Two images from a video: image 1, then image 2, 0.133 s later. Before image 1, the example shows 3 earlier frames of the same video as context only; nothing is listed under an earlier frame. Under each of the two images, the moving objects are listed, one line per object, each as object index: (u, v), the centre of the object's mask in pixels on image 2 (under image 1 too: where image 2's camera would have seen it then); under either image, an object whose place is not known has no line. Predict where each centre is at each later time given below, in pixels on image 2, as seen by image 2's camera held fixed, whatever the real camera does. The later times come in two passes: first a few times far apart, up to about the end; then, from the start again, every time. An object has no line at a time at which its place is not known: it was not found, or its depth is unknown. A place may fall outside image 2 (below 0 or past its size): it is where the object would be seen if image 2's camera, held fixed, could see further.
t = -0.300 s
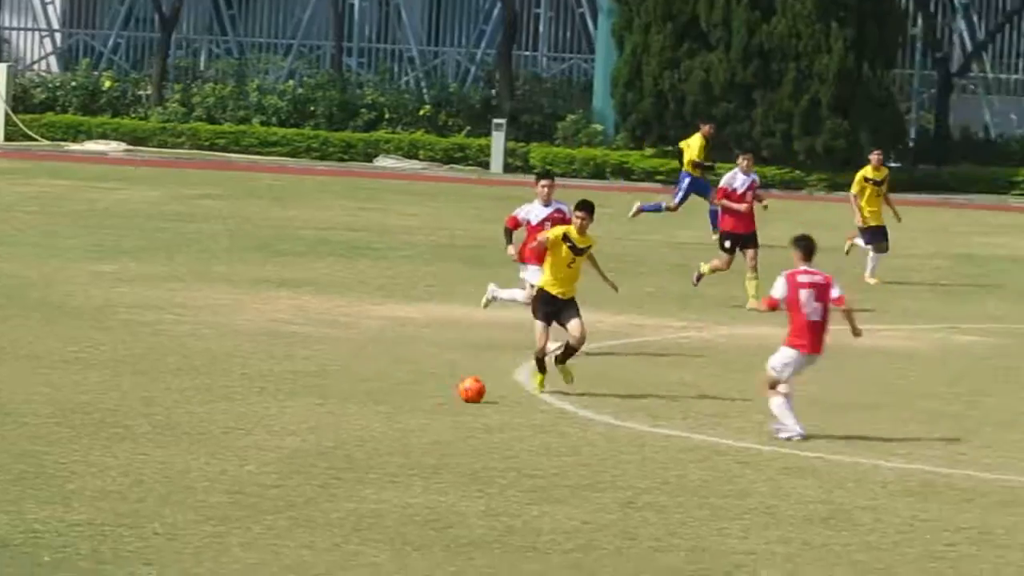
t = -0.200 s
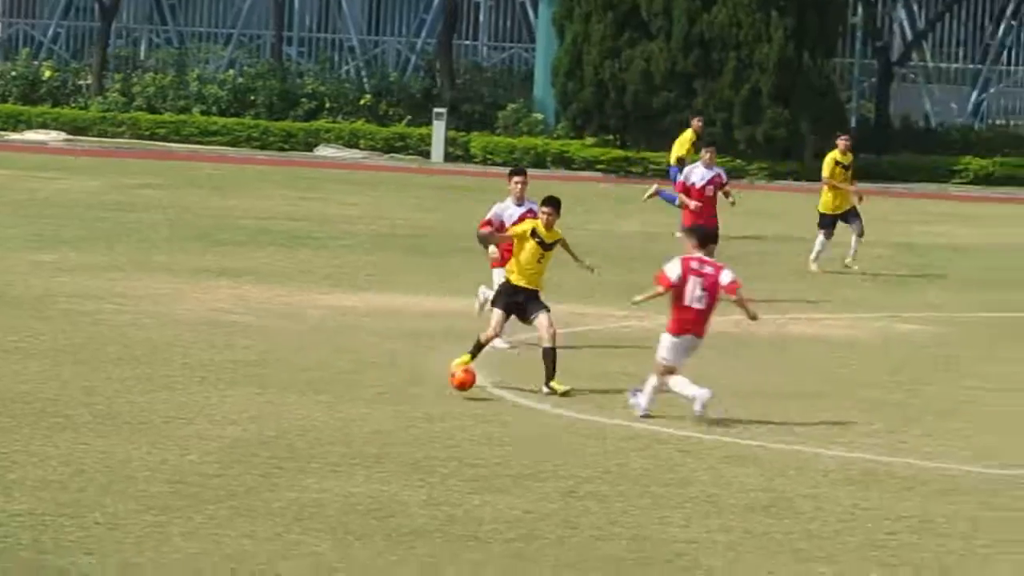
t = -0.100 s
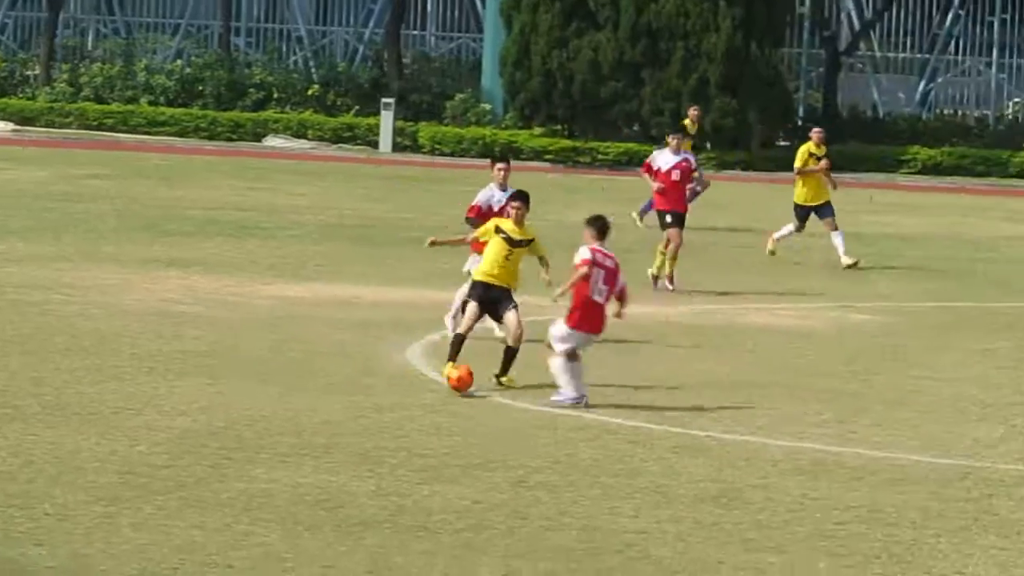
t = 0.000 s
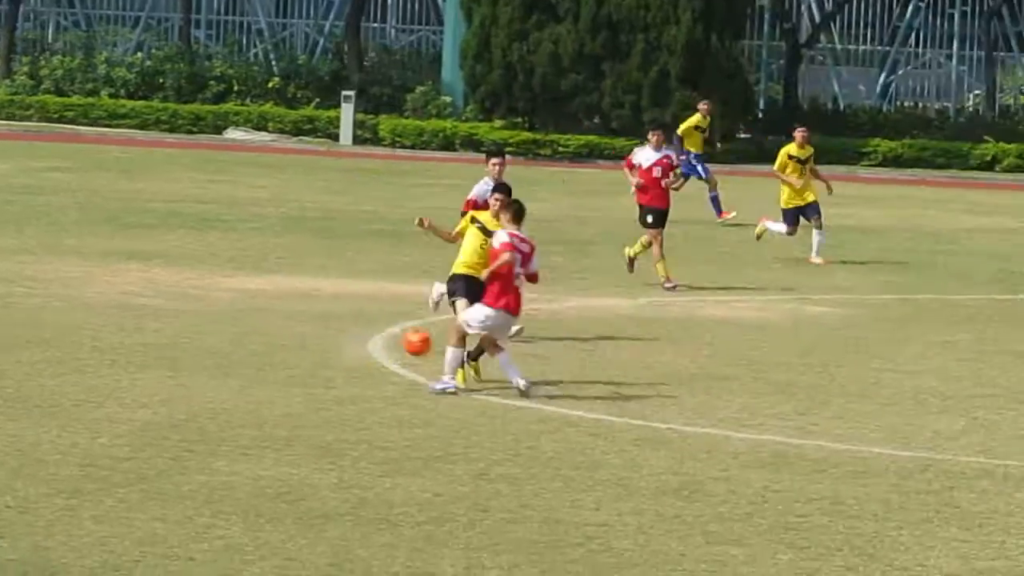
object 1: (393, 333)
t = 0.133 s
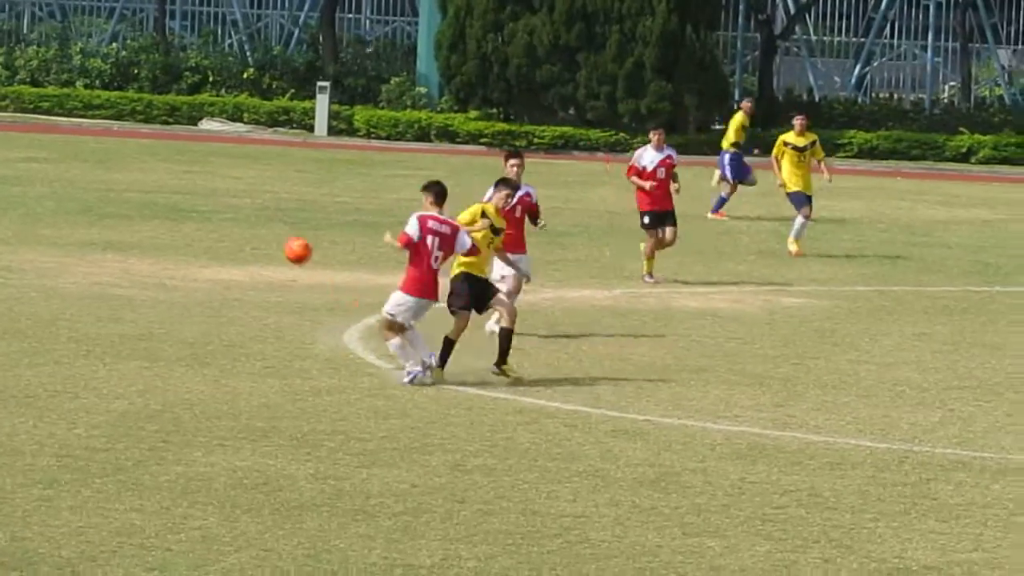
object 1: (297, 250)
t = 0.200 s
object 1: (251, 218)
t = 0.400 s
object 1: (117, 152)
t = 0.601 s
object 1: (-15, 127)
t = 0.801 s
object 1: (-144, 145)
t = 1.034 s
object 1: (-299, 225)
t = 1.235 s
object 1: (-403, 274)
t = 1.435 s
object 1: (-429, 202)
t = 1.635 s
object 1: (-457, 177)
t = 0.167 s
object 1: (275, 234)
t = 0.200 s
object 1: (251, 218)
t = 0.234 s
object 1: (229, 204)
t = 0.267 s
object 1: (206, 191)
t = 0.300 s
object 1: (183, 179)
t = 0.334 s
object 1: (162, 169)
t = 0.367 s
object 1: (139, 159)
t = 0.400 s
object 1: (117, 152)
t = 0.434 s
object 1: (95, 144)
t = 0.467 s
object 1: (73, 138)
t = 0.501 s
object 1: (51, 134)
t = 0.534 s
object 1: (29, 130)
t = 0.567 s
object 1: (7, 128)
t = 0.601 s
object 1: (-15, 127)
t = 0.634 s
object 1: (-37, 126)
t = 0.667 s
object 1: (-57, 127)
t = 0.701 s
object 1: (-80, 129)
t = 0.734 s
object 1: (-102, 133)
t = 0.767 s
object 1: (-122, 138)
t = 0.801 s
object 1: (-144, 145)
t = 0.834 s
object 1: (-165, 153)
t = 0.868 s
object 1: (-189, 163)
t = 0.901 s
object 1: (-210, 173)
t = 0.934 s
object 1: (-232, 184)
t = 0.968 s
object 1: (-254, 196)
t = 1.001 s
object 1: (-276, 210)
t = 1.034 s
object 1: (-299, 225)
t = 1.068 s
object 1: (-320, 240)
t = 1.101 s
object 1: (-343, 257)
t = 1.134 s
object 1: (-365, 275)
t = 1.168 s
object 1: (-387, 294)
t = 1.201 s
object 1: (-399, 291)
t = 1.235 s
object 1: (-403, 274)
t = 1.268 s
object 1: (-408, 259)
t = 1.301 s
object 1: (-412, 245)
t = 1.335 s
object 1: (-416, 233)
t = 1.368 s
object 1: (-420, 221)
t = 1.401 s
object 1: (-425, 211)
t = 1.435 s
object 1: (-429, 202)
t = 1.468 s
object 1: (-434, 195)
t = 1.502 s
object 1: (-438, 189)
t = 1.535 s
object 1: (-443, 184)
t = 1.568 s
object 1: (-447, 180)
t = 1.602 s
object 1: (-452, 178)
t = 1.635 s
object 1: (-457, 177)
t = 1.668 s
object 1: (-461, 177)
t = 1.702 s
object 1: (-466, 179)
